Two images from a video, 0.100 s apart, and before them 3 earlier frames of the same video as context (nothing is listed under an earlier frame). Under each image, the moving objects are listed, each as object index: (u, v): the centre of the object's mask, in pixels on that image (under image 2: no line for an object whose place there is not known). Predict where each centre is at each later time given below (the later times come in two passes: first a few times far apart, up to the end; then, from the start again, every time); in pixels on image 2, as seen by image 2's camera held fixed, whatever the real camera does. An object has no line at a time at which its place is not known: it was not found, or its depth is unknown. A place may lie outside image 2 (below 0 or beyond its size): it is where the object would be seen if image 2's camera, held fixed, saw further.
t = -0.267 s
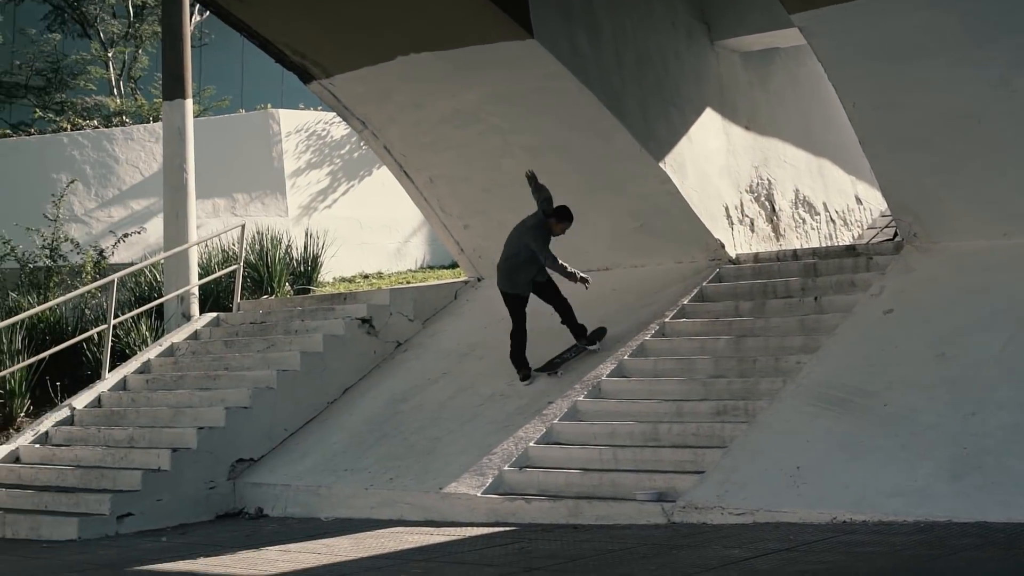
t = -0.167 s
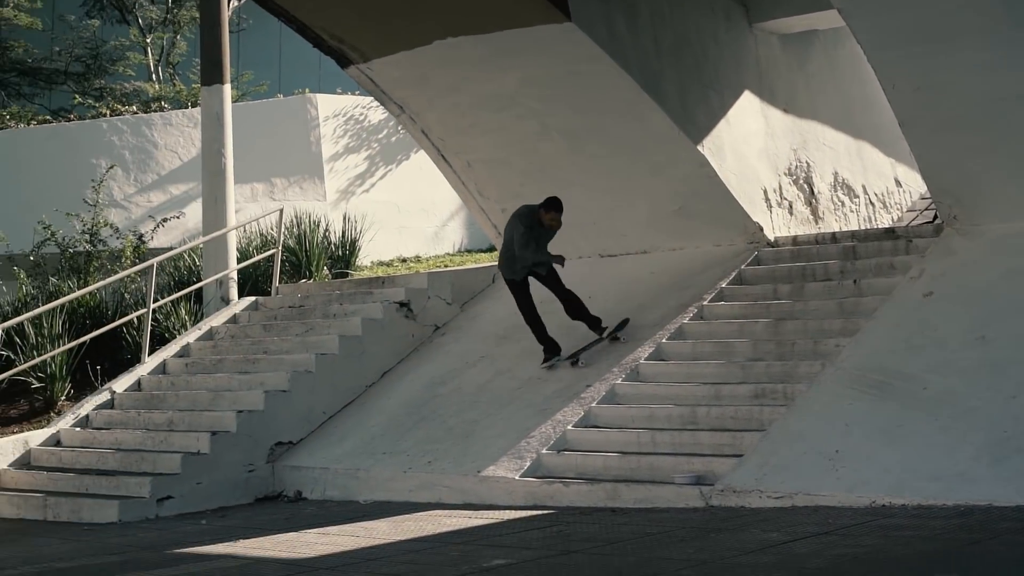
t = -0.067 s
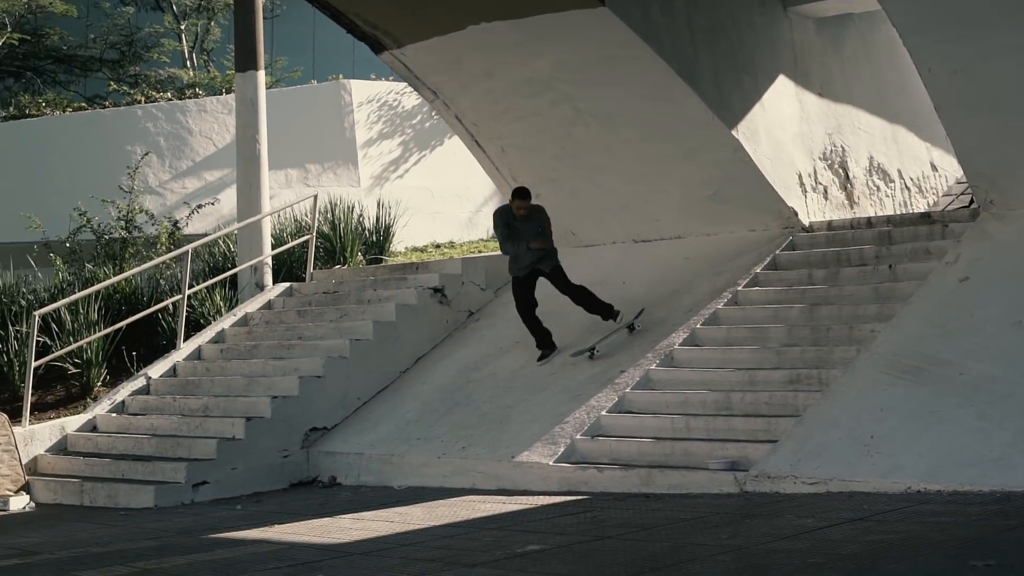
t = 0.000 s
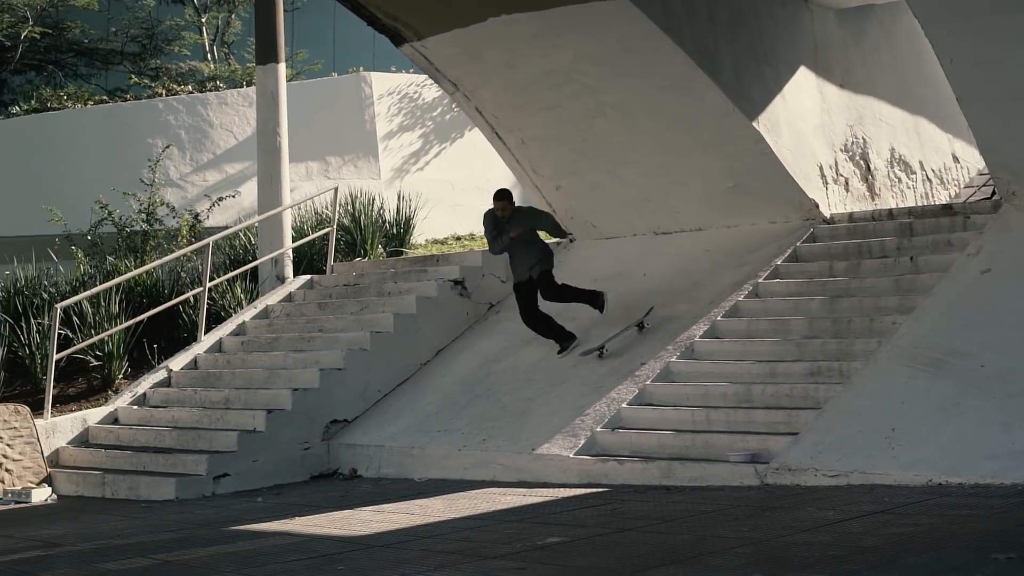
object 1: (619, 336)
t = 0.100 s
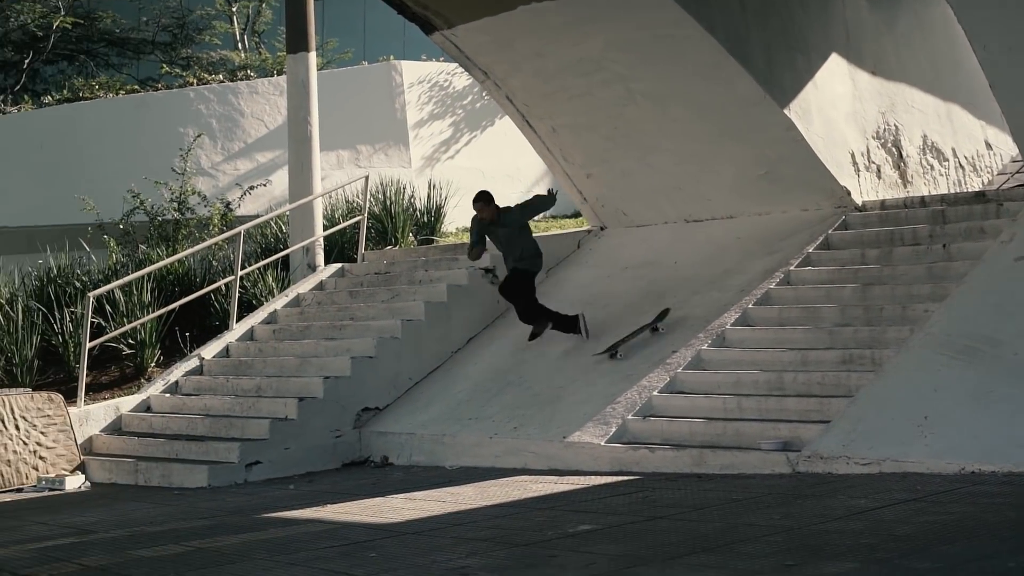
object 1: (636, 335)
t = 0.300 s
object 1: (587, 368)
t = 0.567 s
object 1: (490, 429)
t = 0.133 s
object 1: (630, 341)
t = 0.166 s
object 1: (622, 345)
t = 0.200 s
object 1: (614, 351)
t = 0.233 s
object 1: (606, 356)
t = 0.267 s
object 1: (597, 362)
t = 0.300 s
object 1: (587, 368)
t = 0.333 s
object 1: (577, 374)
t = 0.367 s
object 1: (567, 381)
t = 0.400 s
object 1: (556, 389)
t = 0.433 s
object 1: (544, 396)
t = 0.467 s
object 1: (531, 404)
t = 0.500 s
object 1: (518, 412)
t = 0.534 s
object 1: (504, 419)
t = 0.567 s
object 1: (490, 429)
